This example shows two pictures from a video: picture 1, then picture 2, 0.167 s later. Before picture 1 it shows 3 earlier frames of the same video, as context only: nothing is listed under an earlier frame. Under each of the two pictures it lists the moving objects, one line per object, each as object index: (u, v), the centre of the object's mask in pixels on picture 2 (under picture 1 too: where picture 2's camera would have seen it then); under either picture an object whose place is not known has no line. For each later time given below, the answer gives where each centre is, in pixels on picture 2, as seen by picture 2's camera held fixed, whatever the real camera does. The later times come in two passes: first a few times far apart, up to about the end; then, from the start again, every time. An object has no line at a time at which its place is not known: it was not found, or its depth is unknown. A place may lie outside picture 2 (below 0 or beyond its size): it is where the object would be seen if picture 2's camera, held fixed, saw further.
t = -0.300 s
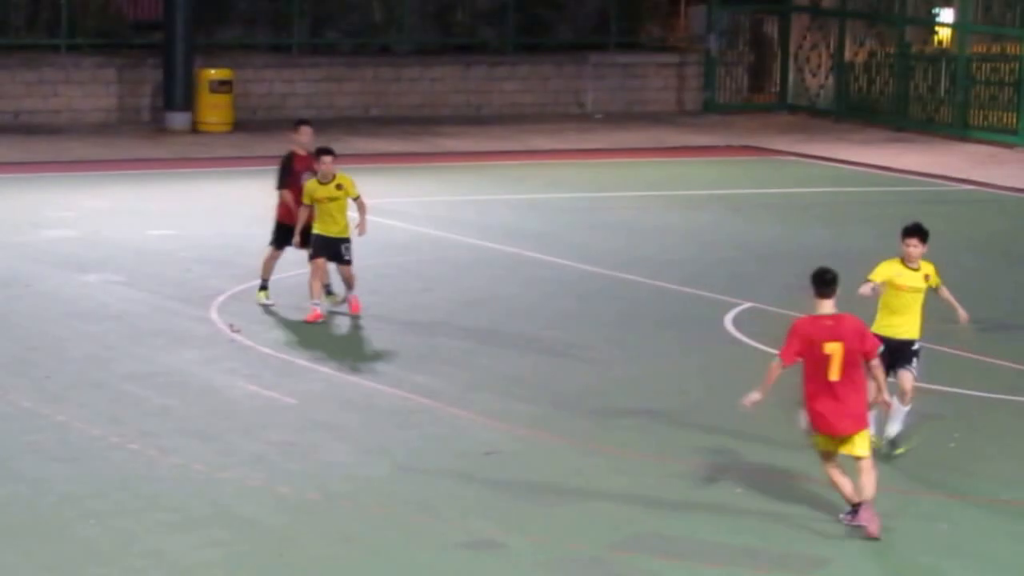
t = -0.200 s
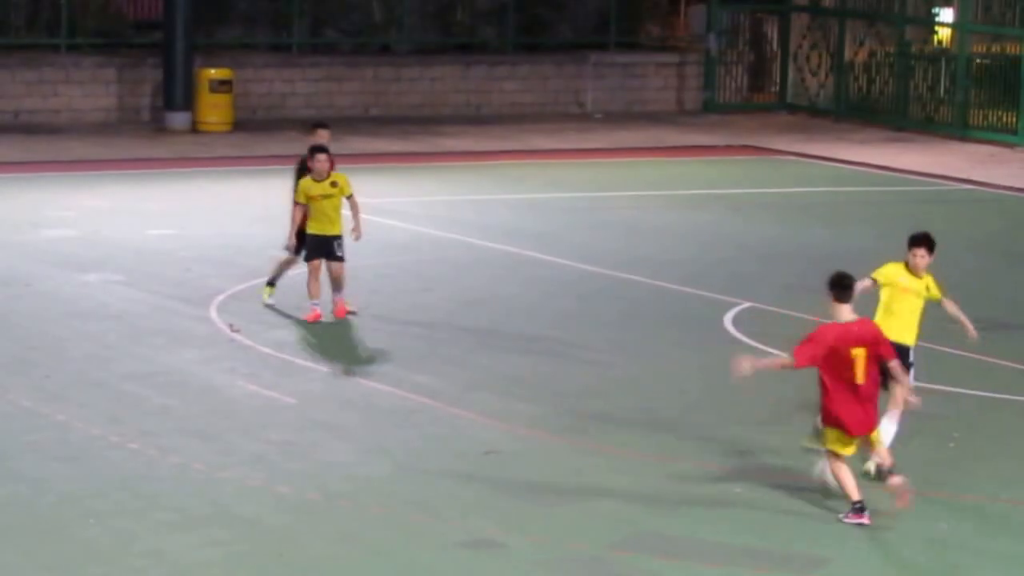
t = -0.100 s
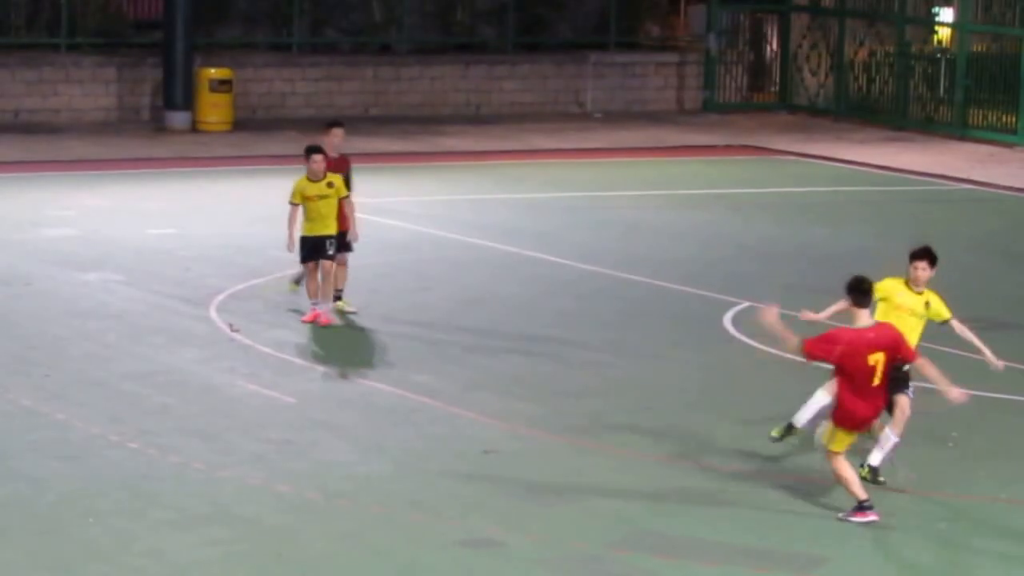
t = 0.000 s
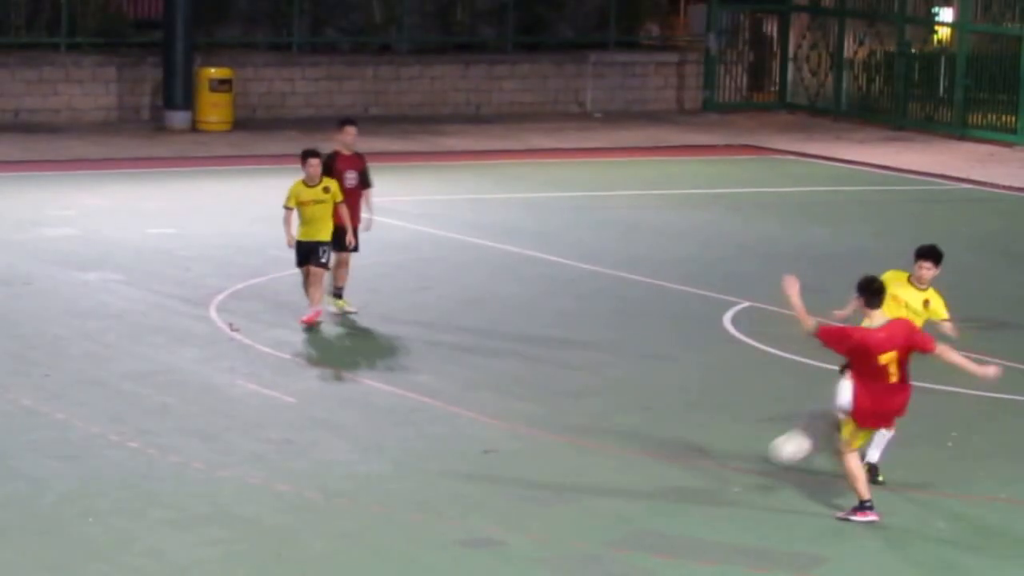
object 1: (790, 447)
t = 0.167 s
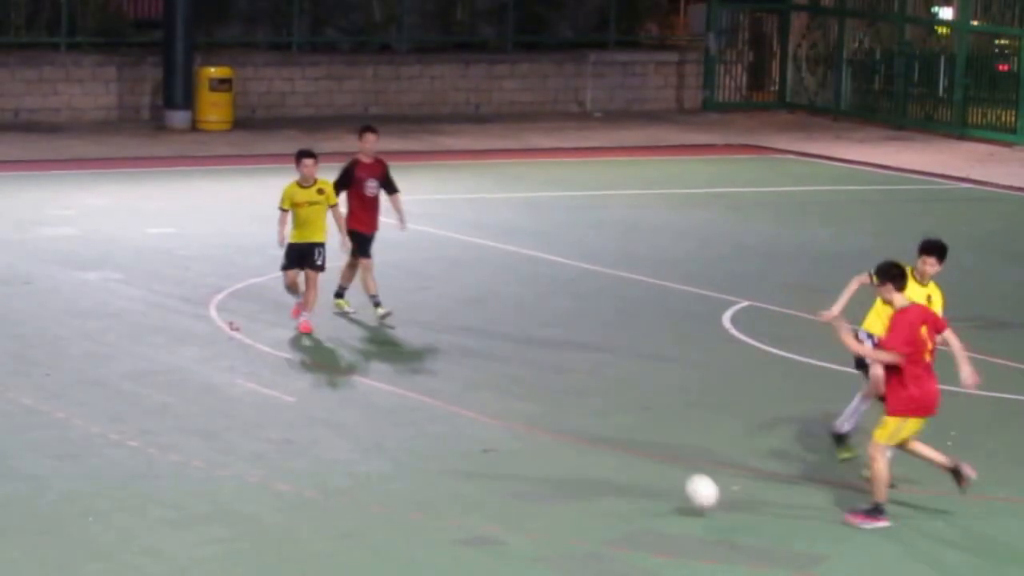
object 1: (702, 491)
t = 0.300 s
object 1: (678, 472)
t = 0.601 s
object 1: (620, 527)
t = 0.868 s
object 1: (569, 534)
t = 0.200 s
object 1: (696, 483)
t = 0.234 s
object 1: (690, 478)
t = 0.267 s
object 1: (684, 474)
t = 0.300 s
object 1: (678, 472)
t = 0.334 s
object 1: (671, 471)
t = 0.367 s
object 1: (665, 471)
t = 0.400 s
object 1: (659, 473)
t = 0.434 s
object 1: (652, 478)
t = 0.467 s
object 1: (647, 484)
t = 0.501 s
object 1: (640, 492)
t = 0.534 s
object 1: (633, 501)
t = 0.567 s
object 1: (627, 514)
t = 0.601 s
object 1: (620, 527)
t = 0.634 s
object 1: (614, 541)
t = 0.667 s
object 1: (608, 538)
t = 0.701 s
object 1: (602, 533)
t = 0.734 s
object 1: (595, 530)
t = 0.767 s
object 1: (589, 529)
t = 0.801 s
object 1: (583, 529)
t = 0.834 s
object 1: (576, 531)
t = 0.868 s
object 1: (569, 534)
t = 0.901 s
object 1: (563, 540)
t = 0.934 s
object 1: (556, 548)
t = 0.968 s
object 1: (549, 557)
